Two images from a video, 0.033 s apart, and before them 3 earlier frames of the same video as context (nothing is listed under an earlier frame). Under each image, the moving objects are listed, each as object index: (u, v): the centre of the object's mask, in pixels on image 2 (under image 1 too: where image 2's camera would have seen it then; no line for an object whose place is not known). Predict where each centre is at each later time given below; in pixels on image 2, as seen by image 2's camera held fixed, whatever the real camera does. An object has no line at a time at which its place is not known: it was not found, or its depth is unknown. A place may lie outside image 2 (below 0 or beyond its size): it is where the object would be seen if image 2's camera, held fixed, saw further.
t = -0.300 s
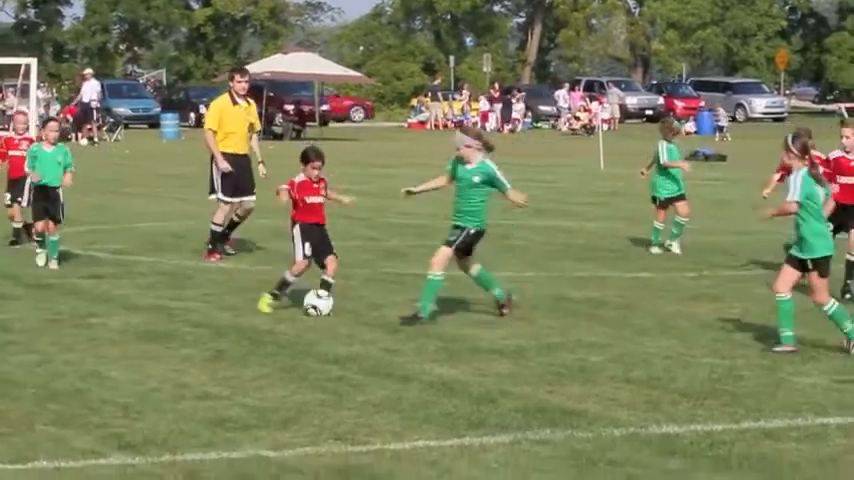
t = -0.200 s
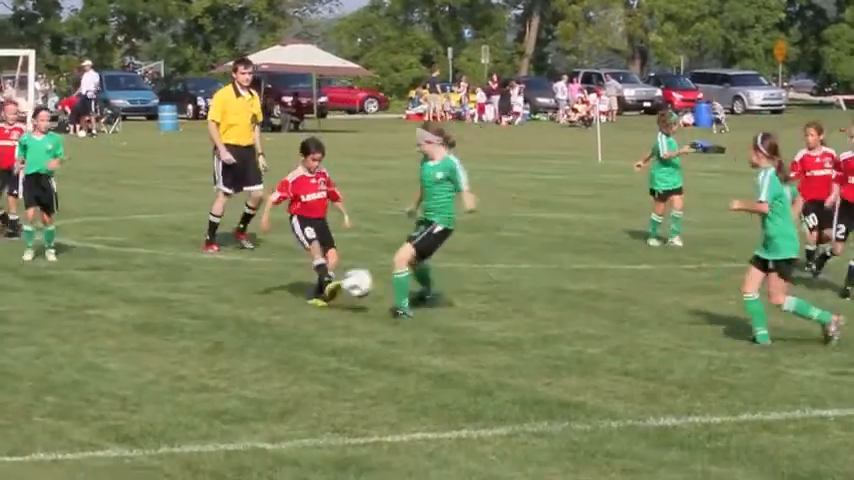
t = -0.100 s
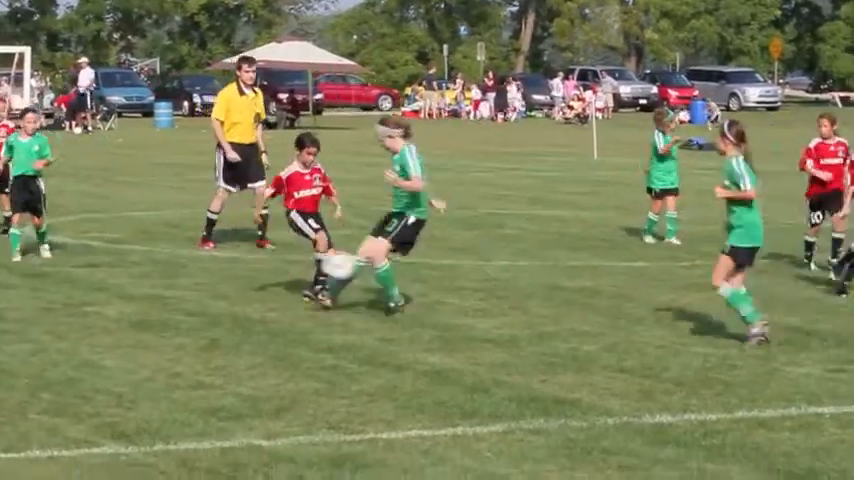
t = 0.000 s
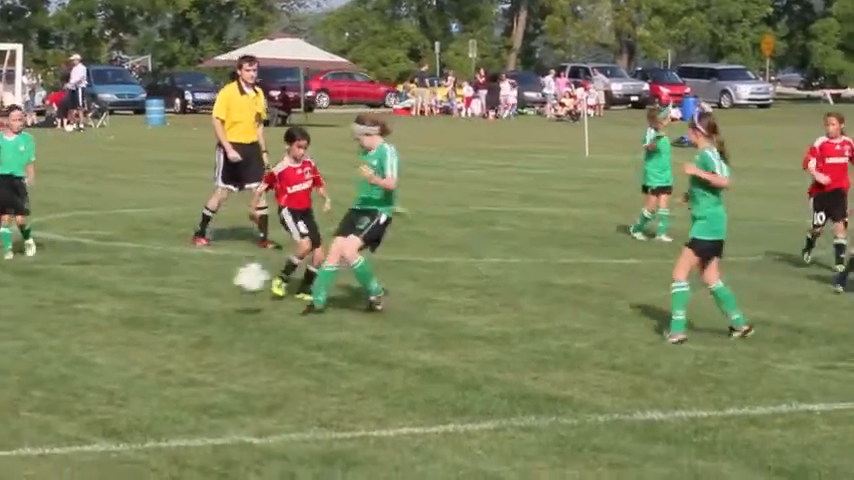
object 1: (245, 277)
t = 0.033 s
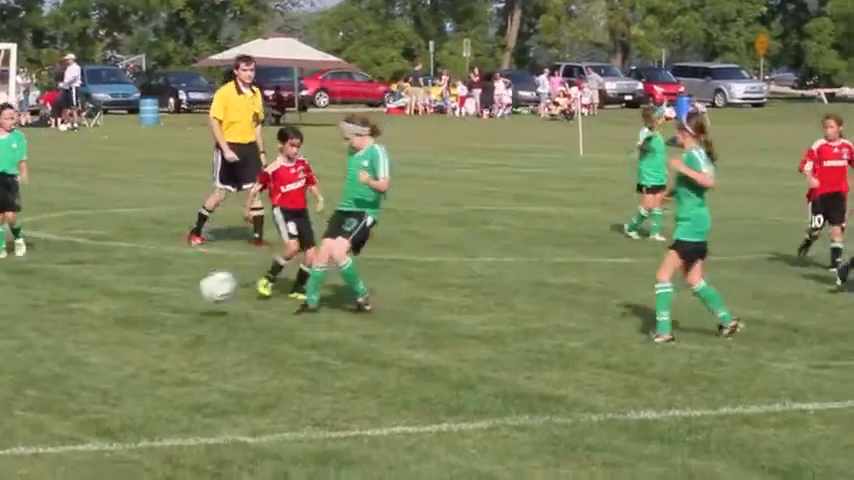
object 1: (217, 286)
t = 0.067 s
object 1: (190, 298)
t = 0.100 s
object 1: (161, 309)
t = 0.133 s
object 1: (139, 315)
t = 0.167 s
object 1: (127, 310)
